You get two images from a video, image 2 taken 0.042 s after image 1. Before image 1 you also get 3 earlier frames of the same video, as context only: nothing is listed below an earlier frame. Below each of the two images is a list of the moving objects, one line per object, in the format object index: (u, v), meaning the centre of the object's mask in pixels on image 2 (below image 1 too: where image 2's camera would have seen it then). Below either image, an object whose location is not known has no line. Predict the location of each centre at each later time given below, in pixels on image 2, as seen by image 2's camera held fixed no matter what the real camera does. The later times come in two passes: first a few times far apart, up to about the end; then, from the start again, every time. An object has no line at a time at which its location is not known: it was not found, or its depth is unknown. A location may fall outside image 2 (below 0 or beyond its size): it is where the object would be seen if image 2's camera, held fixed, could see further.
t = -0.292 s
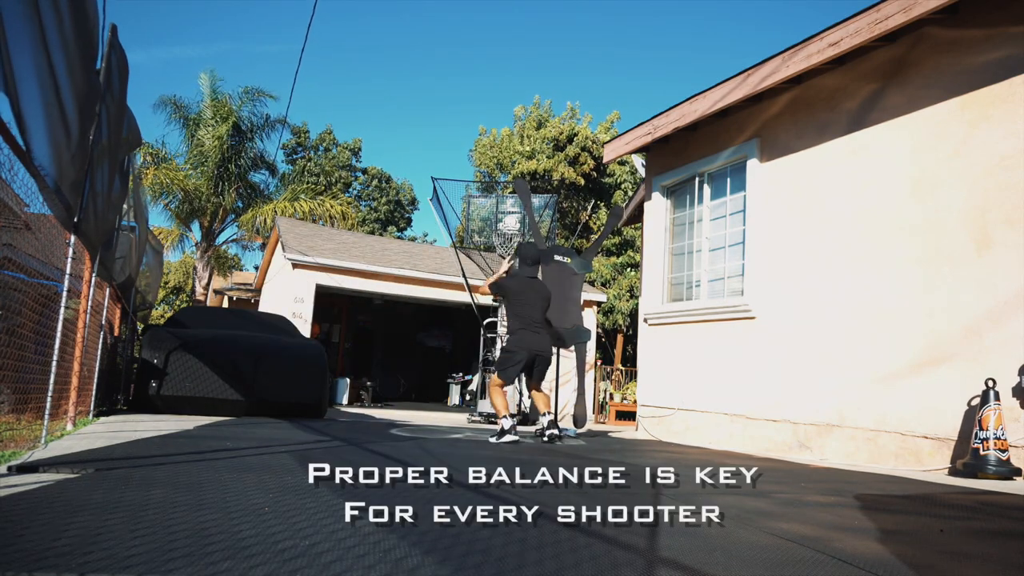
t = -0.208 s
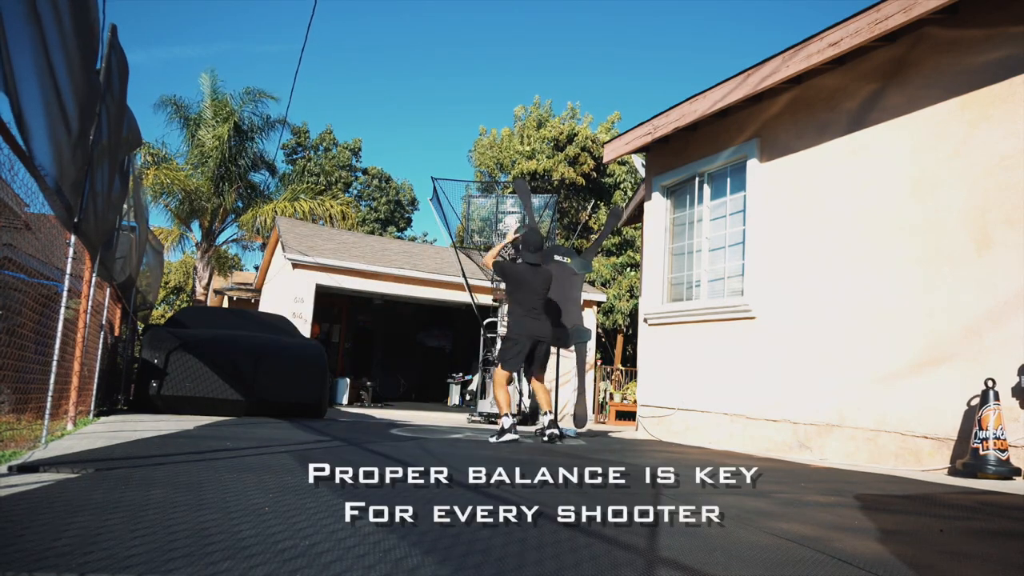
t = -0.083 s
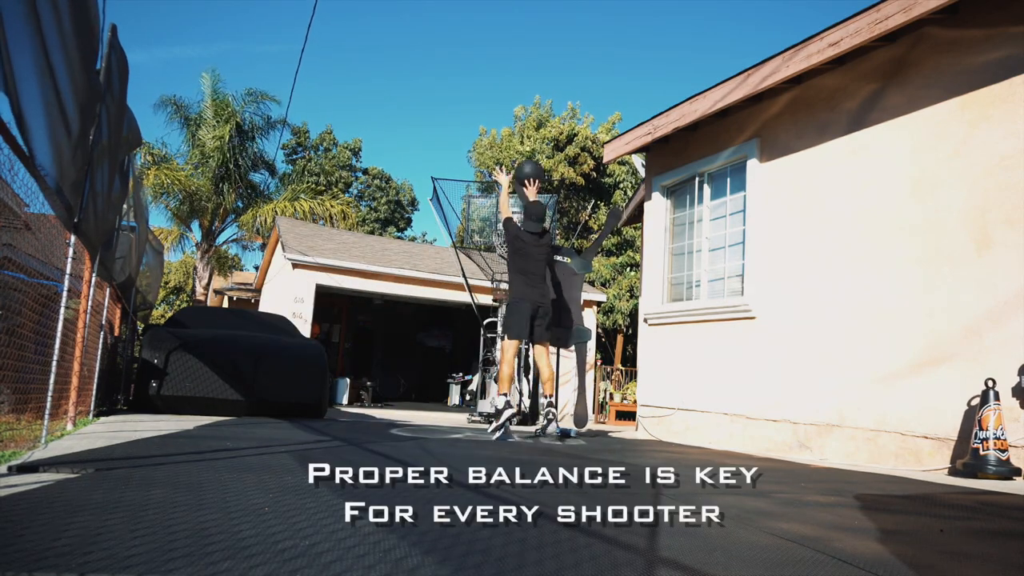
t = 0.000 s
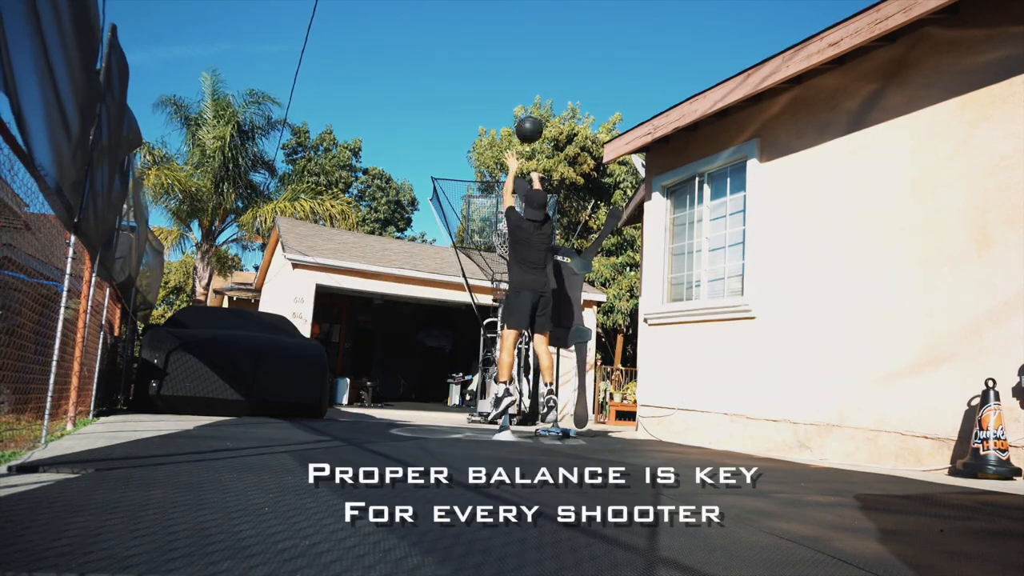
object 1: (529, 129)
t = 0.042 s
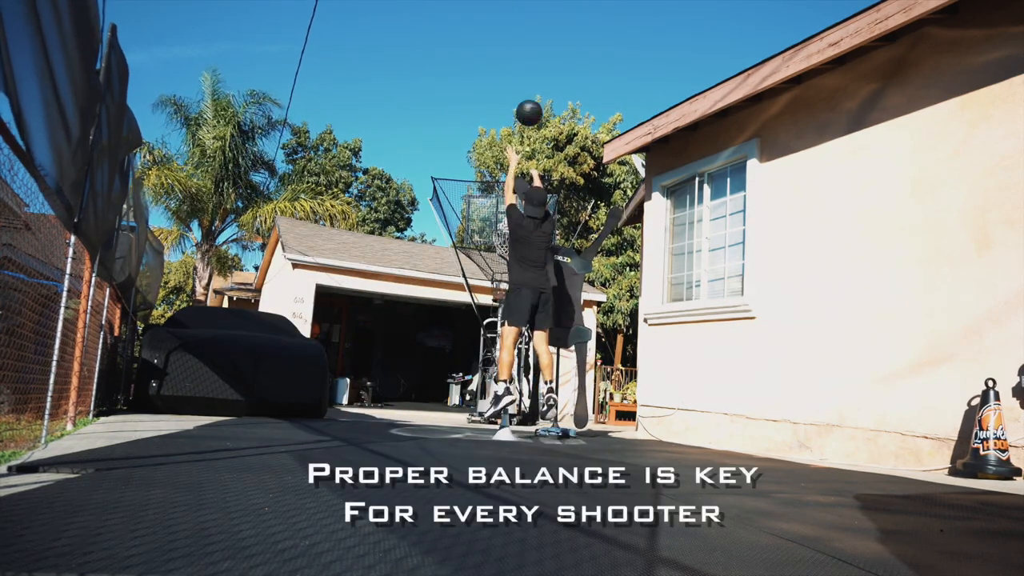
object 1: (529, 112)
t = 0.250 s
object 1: (527, 64)
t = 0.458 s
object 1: (523, 59)
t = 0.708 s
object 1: (516, 95)
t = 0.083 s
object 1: (528, 98)
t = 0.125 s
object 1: (528, 86)
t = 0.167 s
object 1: (528, 77)
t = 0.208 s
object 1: (527, 69)
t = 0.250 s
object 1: (527, 64)
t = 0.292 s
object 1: (526, 60)
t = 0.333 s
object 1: (525, 58)
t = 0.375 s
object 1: (524, 57)
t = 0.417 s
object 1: (524, 57)
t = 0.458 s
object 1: (523, 59)
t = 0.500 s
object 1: (522, 63)
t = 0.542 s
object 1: (521, 67)
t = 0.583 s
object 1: (520, 73)
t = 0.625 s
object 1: (518, 79)
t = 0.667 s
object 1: (517, 87)
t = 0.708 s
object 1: (516, 95)
